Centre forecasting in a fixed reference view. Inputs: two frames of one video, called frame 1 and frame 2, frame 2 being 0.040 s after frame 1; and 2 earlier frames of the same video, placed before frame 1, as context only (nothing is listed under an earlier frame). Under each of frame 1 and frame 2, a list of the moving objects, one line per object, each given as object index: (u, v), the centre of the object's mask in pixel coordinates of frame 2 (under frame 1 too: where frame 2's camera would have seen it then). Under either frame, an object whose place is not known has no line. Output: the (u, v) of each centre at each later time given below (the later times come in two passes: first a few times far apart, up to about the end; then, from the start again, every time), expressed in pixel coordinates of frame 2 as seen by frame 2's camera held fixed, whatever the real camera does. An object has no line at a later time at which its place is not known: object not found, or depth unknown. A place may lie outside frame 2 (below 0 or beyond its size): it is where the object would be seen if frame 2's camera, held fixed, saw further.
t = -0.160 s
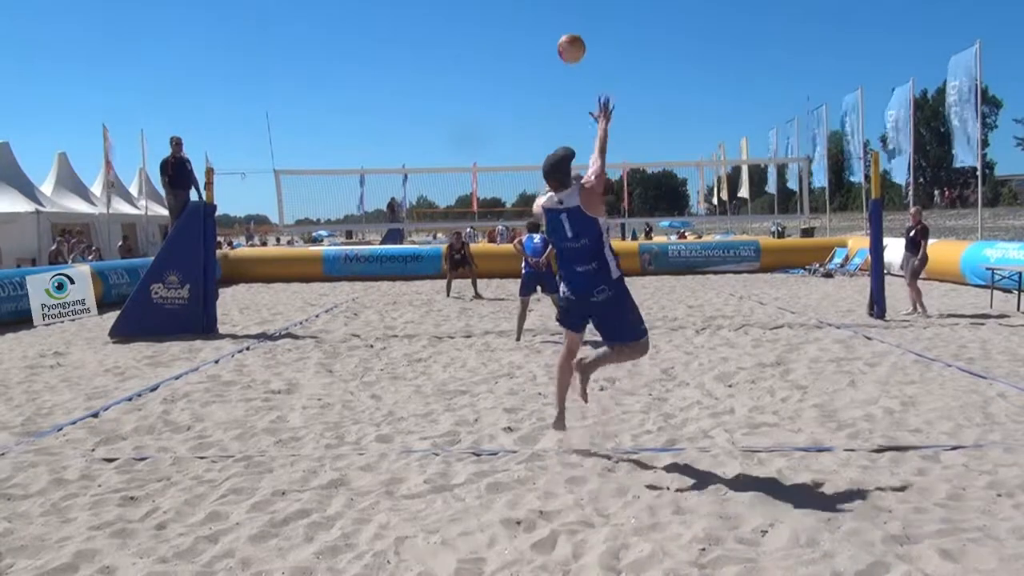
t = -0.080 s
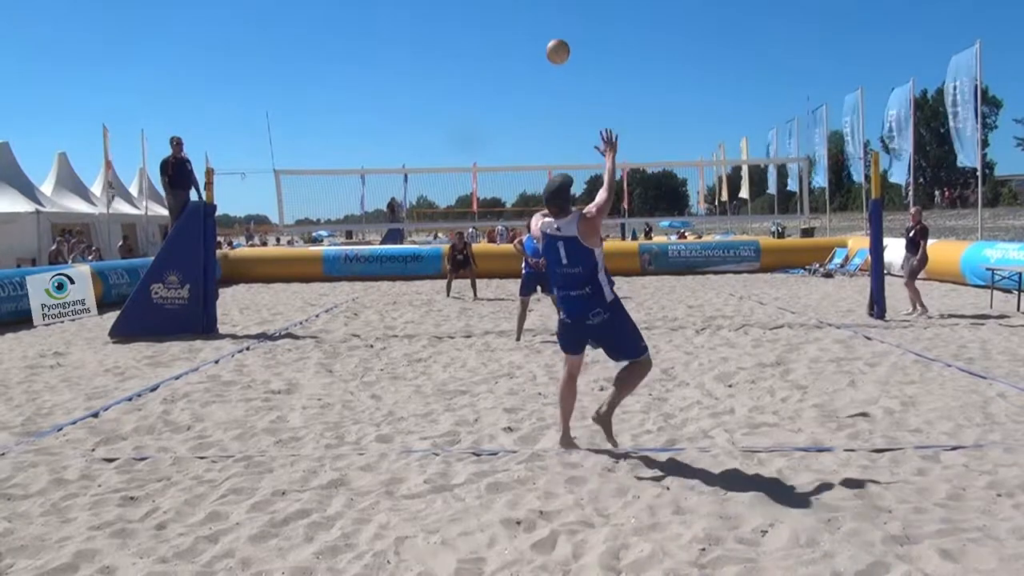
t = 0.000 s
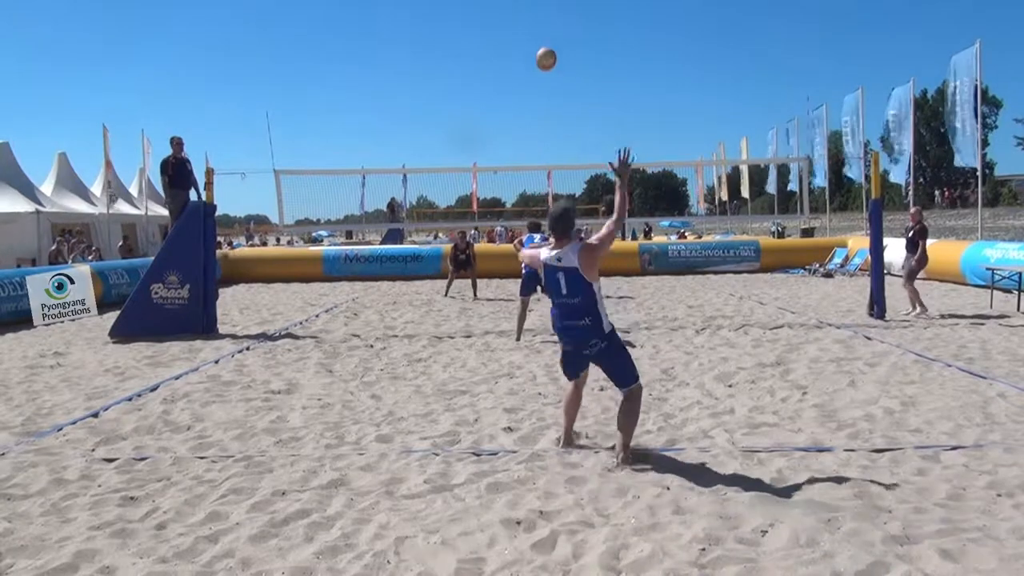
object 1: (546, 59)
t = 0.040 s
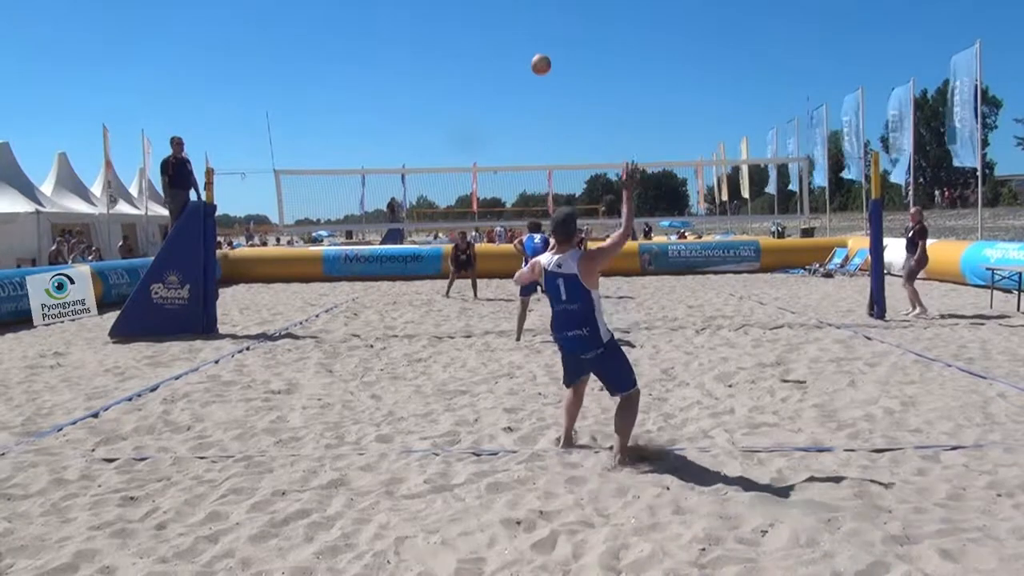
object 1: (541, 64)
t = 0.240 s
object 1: (523, 101)
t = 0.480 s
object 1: (507, 159)
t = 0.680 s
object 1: (496, 211)
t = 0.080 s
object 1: (536, 70)
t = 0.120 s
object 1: (532, 78)
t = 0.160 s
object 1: (529, 85)
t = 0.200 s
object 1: (526, 93)
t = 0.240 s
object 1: (523, 101)
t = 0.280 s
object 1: (519, 110)
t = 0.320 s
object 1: (518, 119)
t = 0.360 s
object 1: (514, 128)
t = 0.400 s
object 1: (512, 139)
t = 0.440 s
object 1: (509, 148)
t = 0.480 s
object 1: (507, 159)
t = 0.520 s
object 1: (505, 169)
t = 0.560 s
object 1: (502, 179)
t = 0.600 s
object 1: (501, 190)
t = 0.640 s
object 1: (498, 202)
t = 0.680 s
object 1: (496, 211)
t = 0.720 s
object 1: (493, 216)
